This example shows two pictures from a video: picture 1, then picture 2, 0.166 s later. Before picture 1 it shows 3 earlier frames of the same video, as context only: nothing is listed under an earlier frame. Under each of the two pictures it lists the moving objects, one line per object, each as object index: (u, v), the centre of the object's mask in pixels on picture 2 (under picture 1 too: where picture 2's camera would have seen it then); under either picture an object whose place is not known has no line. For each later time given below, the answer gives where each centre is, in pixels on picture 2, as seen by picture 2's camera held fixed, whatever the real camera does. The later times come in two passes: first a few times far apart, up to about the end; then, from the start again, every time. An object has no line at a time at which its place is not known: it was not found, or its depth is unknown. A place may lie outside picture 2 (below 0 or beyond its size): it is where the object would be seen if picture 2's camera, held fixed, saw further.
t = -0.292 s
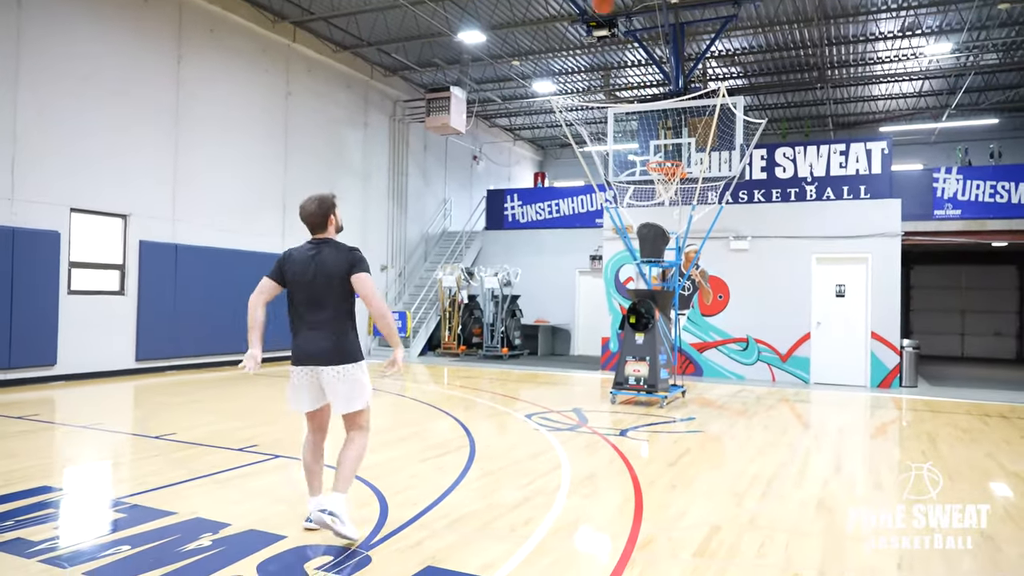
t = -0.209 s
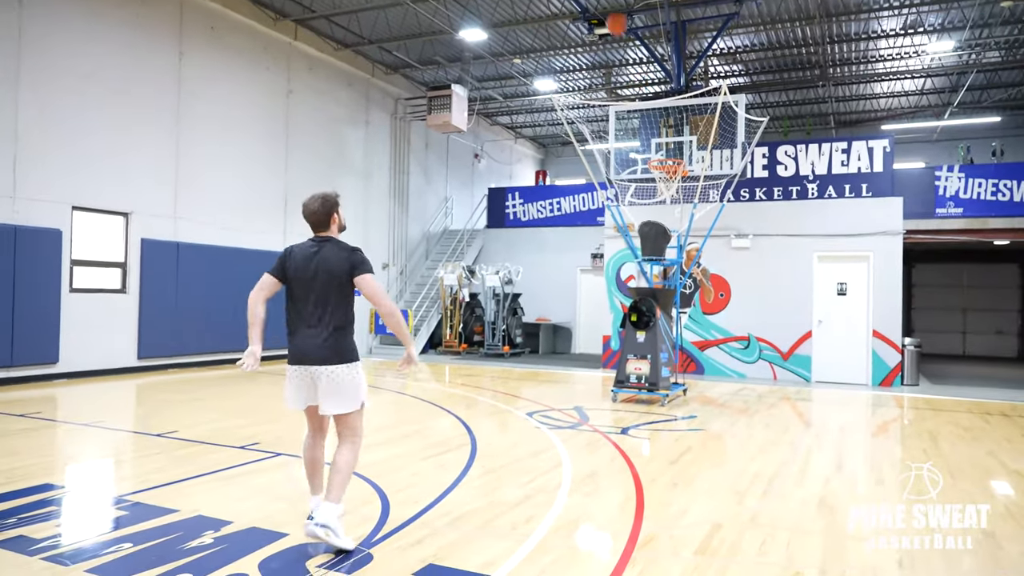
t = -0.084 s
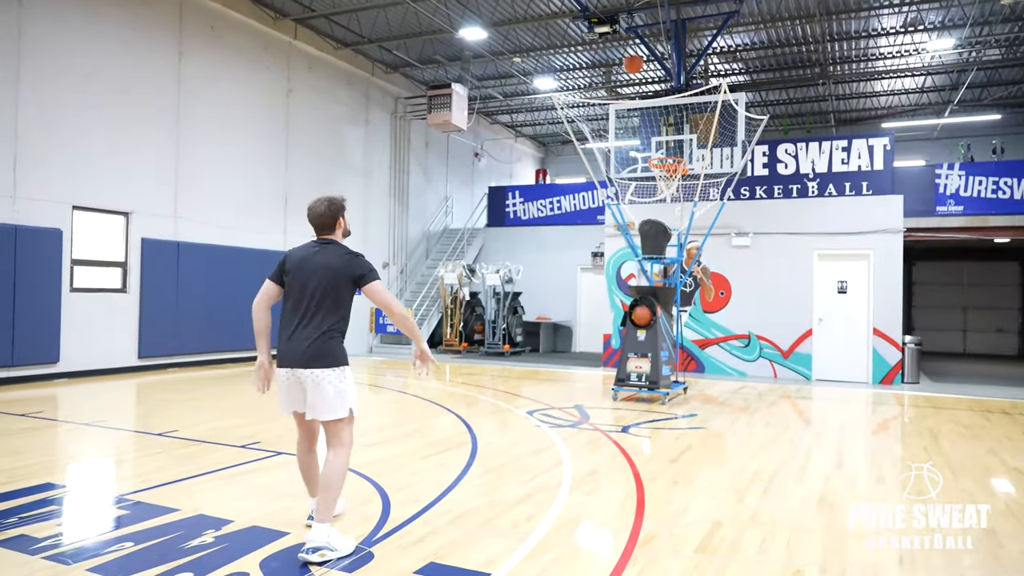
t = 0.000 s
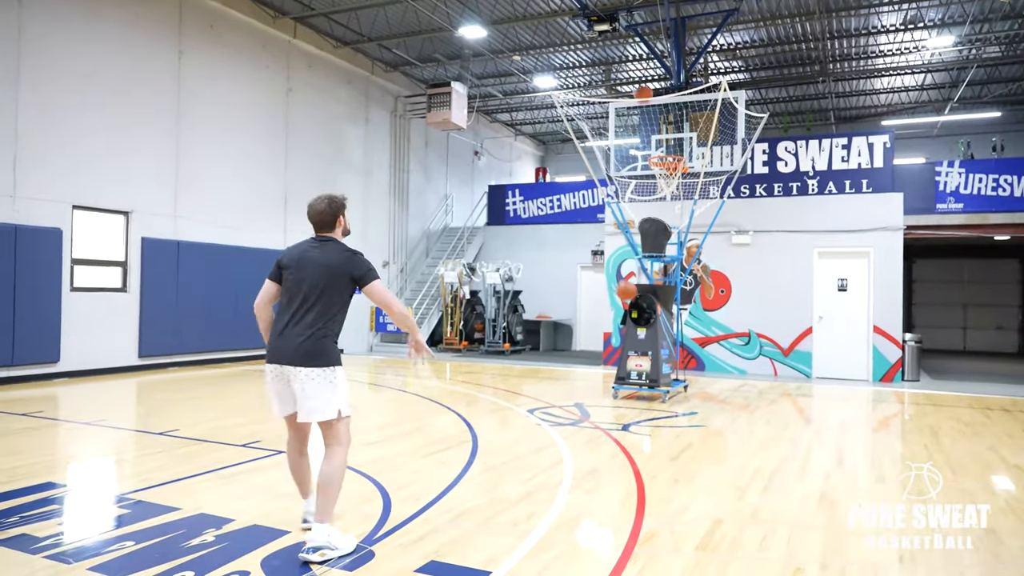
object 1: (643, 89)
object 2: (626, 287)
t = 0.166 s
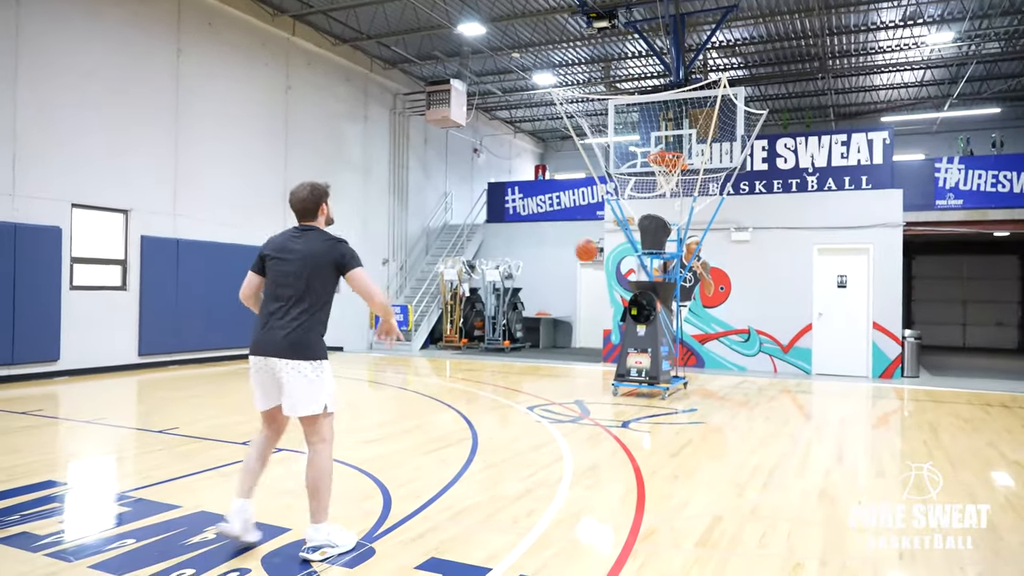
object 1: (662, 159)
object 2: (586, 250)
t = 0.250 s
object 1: (678, 172)
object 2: (563, 239)
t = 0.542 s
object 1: (668, 175)
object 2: (450, 252)
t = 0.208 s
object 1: (671, 165)
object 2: (575, 243)
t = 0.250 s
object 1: (678, 172)
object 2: (563, 239)
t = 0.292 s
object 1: (681, 173)
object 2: (550, 234)
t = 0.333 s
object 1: (681, 172)
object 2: (536, 232)
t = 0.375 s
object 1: (682, 172)
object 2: (521, 231)
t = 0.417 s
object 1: (678, 172)
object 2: (505, 233)
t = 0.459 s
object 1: (677, 173)
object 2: (489, 236)
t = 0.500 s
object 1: (672, 174)
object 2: (471, 243)
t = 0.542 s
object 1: (668, 175)
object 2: (450, 252)
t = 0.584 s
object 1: (665, 177)
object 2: (430, 263)
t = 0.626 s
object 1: (662, 179)
